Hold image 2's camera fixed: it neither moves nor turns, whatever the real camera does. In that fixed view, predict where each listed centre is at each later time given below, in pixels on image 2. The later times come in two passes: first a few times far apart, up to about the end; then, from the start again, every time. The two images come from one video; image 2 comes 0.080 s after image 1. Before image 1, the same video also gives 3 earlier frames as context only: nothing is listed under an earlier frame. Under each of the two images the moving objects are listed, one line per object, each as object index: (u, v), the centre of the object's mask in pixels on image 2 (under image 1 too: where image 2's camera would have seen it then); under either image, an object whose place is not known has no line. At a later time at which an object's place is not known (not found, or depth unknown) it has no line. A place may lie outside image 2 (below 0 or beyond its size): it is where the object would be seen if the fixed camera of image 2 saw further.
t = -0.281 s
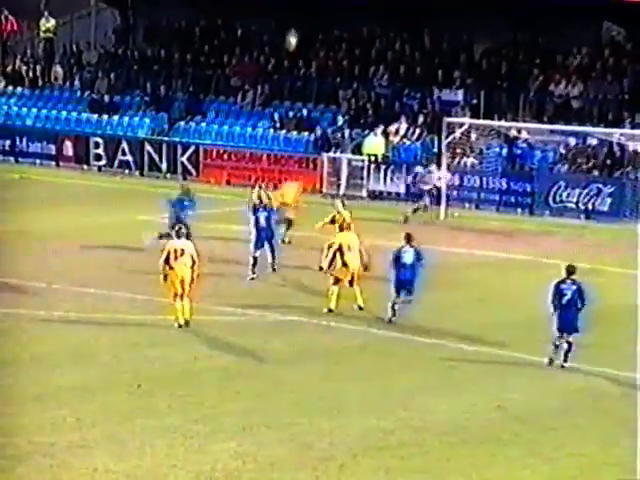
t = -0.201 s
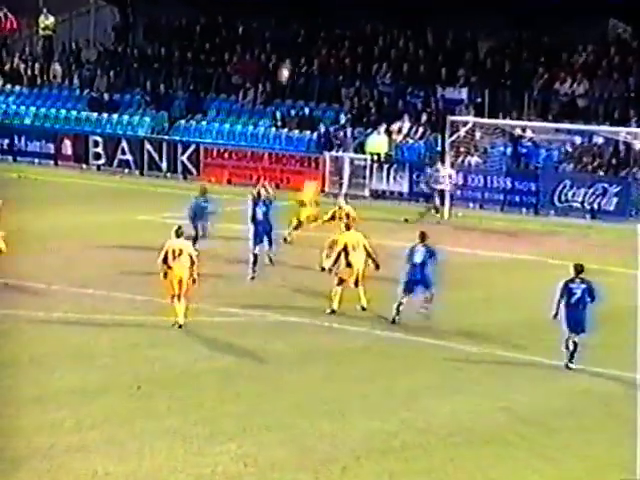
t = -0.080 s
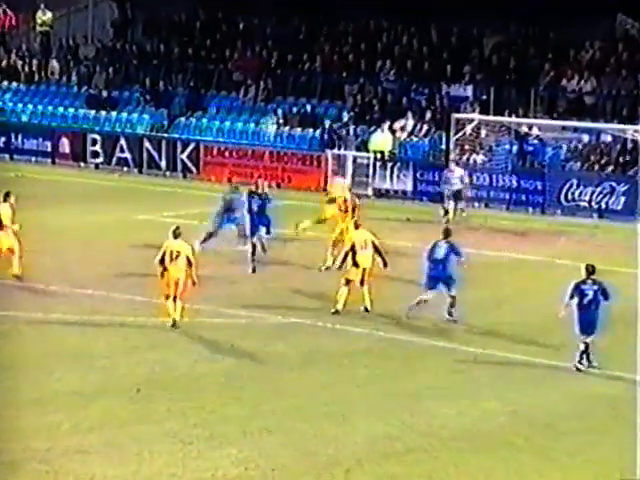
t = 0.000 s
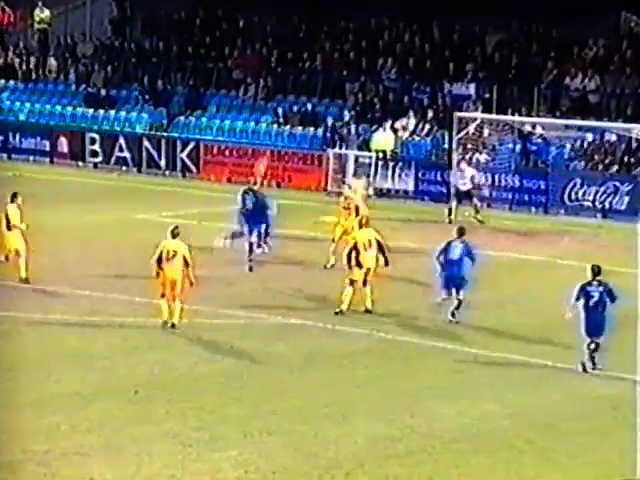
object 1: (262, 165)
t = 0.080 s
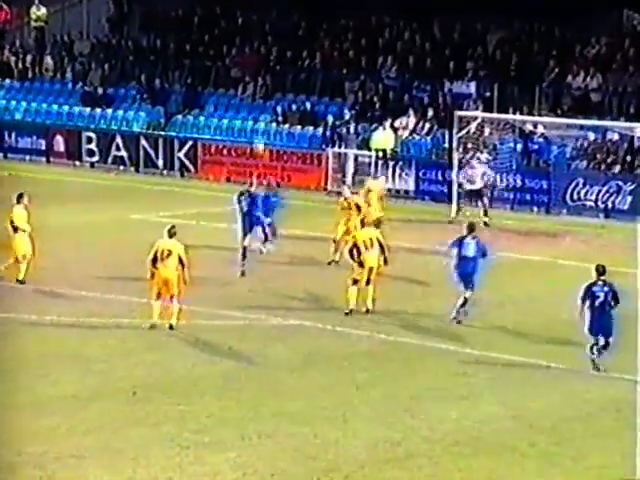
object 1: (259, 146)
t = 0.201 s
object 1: (261, 107)
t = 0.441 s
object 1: (265, 56)
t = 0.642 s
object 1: (267, 39)
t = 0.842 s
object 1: (270, 42)
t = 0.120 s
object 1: (260, 132)
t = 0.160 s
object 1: (261, 119)
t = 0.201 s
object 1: (261, 107)
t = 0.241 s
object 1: (262, 97)
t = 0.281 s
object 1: (261, 88)
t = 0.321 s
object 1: (263, 78)
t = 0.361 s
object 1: (264, 70)
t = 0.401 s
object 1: (264, 62)
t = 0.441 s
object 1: (265, 56)
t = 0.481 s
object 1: (265, 51)
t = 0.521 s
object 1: (266, 47)
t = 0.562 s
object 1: (266, 44)
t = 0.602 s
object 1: (267, 41)
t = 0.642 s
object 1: (267, 39)
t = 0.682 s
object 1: (268, 38)
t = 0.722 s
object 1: (268, 38)
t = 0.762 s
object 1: (268, 38)
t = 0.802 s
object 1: (269, 40)
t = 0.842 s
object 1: (270, 42)
